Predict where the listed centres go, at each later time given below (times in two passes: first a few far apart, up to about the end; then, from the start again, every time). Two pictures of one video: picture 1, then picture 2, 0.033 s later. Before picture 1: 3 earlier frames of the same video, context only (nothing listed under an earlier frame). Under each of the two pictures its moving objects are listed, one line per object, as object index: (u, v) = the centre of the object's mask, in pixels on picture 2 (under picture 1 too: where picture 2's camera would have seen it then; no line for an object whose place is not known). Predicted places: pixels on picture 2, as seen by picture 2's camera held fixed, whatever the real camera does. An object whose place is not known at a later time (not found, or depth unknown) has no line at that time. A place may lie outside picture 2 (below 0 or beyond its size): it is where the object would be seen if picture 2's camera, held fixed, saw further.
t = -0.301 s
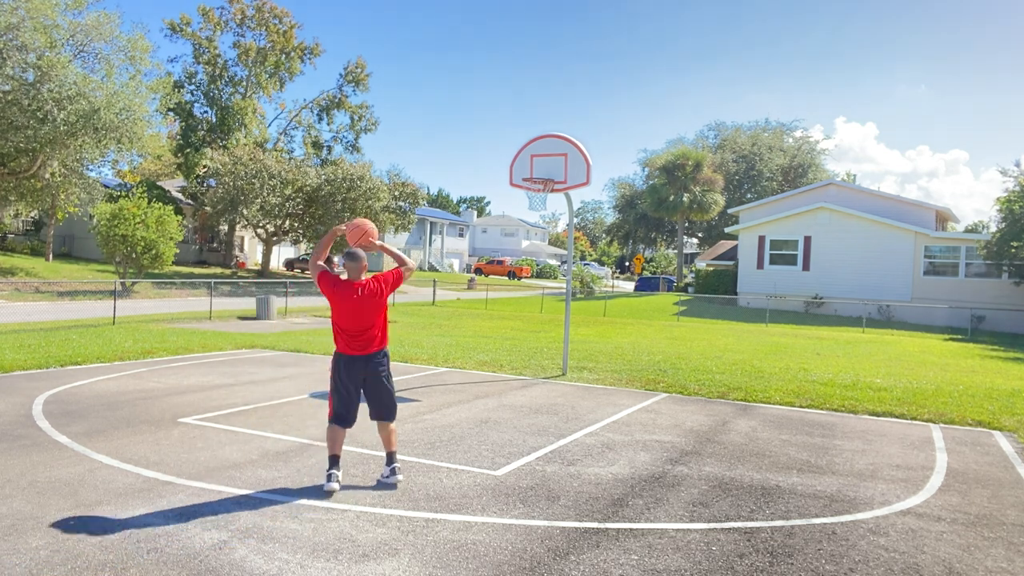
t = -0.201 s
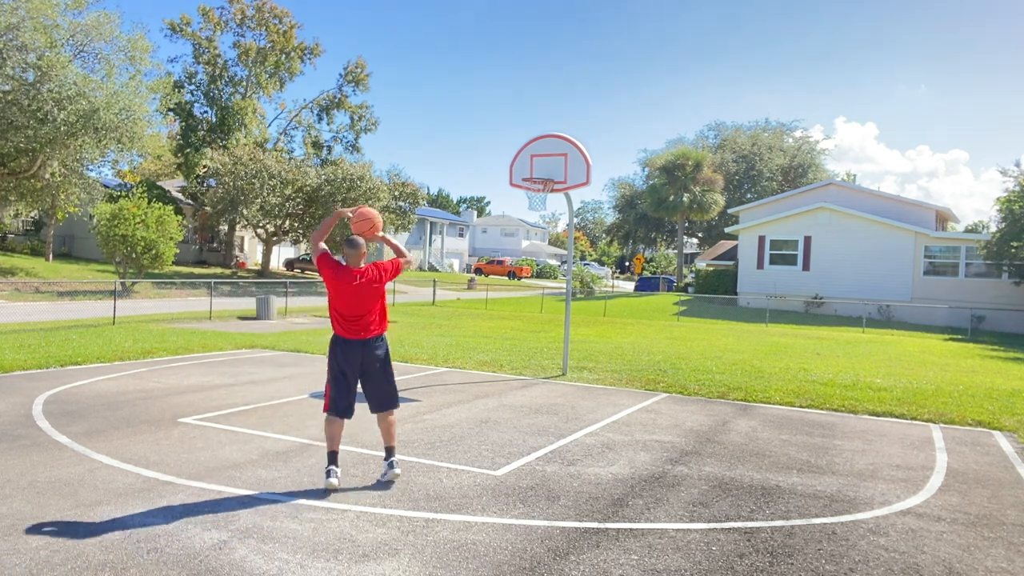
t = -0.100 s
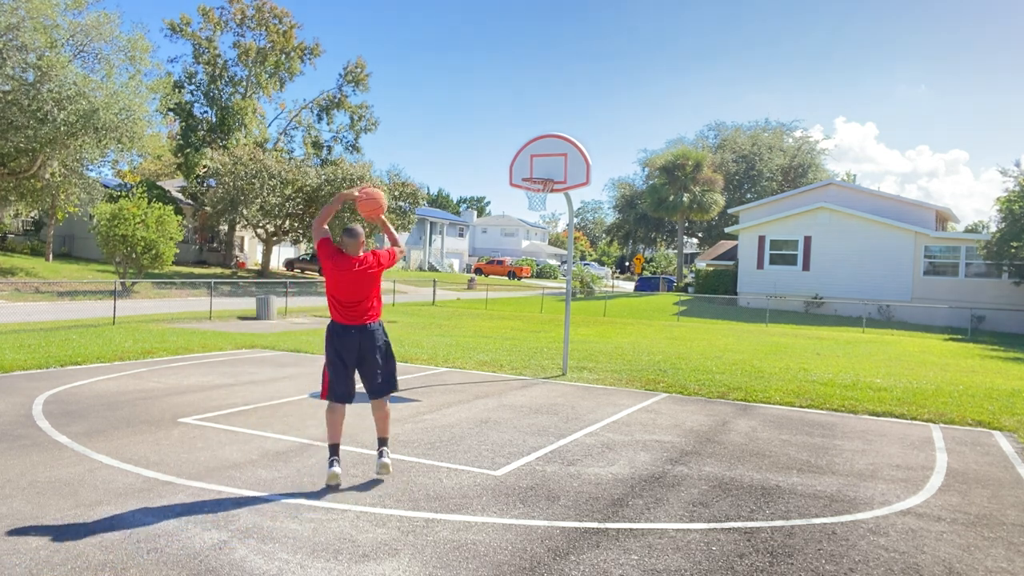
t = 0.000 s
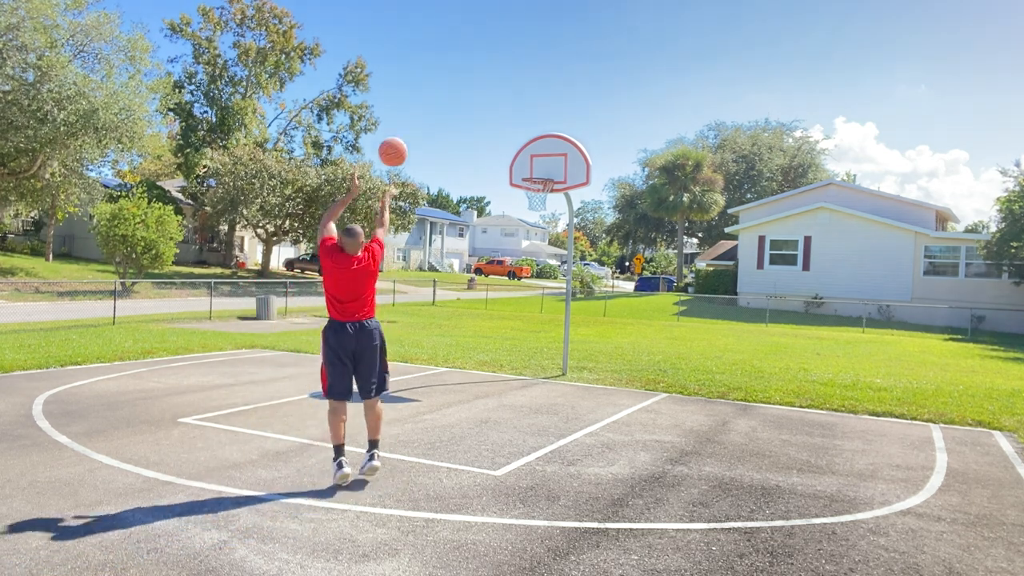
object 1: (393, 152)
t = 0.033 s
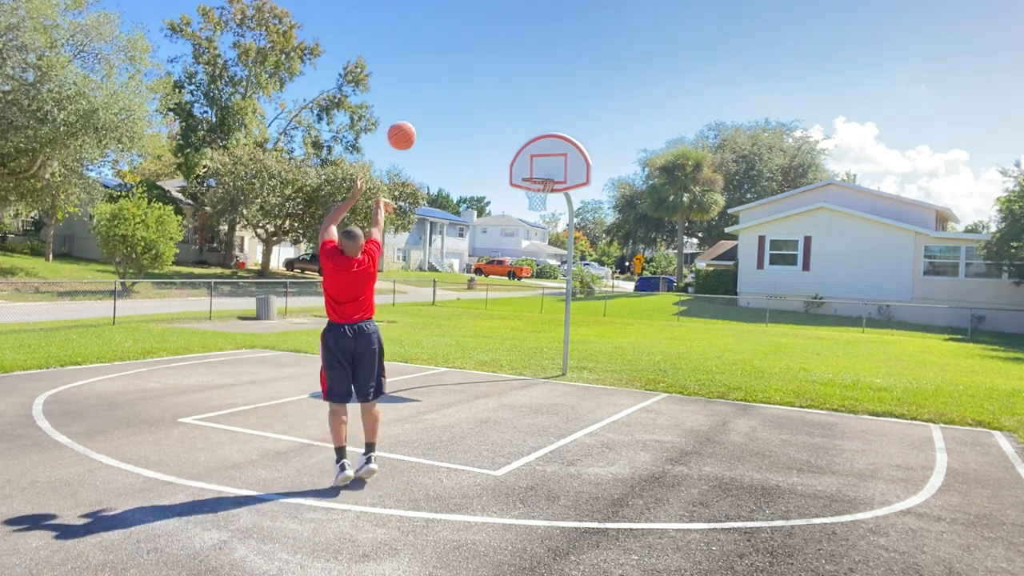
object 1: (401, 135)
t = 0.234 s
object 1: (444, 76)
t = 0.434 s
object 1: (474, 66)
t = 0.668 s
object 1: (499, 96)
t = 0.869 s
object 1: (514, 146)
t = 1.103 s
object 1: (474, 175)
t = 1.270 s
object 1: (416, 194)
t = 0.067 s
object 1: (410, 121)
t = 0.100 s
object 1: (417, 108)
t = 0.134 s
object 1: (424, 98)
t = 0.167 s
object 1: (431, 89)
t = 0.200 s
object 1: (438, 82)
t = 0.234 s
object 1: (444, 76)
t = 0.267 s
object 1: (450, 71)
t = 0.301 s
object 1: (455, 68)
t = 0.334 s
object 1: (460, 66)
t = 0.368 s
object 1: (465, 65)
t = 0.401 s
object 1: (470, 65)
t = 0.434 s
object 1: (474, 66)
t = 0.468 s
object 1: (478, 68)
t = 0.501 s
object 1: (482, 71)
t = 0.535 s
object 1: (486, 75)
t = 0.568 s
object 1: (489, 79)
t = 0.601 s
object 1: (493, 84)
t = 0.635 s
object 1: (496, 90)
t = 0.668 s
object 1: (499, 96)
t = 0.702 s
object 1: (502, 103)
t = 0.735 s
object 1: (504, 111)
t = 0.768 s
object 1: (507, 119)
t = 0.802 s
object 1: (509, 127)
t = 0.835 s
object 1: (512, 137)
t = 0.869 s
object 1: (514, 146)
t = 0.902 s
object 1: (516, 156)
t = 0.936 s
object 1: (518, 167)
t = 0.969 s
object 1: (518, 175)
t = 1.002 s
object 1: (507, 174)
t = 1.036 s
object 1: (496, 174)
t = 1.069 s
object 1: (485, 174)
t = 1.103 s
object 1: (474, 175)
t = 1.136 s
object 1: (462, 178)
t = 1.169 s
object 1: (451, 180)
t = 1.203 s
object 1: (439, 184)
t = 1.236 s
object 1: (427, 189)
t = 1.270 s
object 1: (416, 194)
